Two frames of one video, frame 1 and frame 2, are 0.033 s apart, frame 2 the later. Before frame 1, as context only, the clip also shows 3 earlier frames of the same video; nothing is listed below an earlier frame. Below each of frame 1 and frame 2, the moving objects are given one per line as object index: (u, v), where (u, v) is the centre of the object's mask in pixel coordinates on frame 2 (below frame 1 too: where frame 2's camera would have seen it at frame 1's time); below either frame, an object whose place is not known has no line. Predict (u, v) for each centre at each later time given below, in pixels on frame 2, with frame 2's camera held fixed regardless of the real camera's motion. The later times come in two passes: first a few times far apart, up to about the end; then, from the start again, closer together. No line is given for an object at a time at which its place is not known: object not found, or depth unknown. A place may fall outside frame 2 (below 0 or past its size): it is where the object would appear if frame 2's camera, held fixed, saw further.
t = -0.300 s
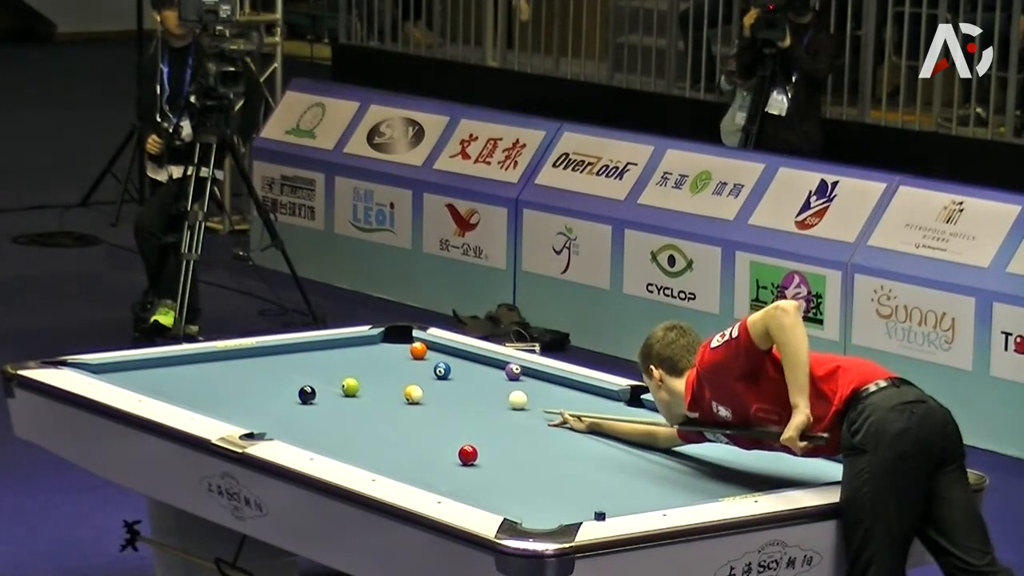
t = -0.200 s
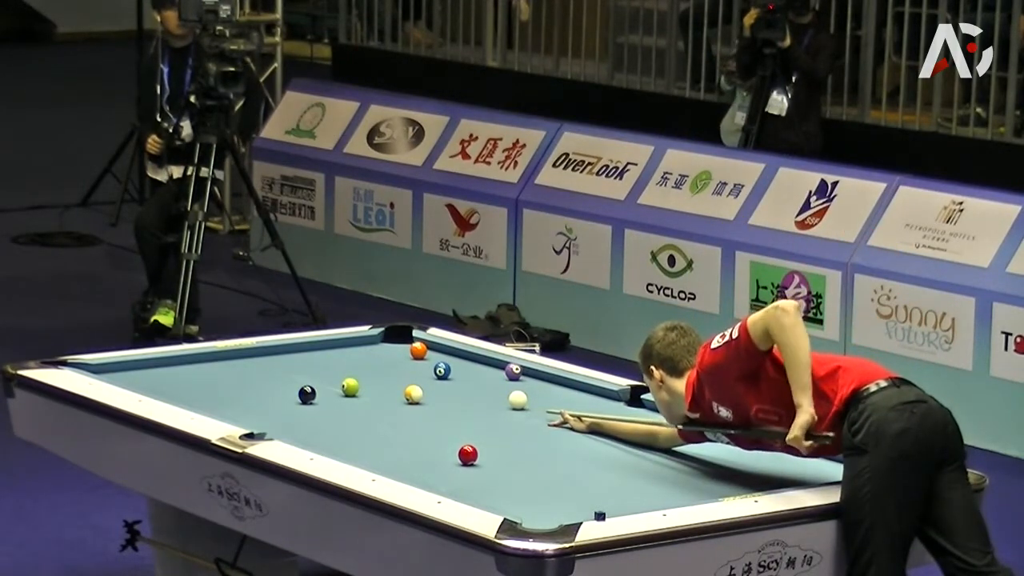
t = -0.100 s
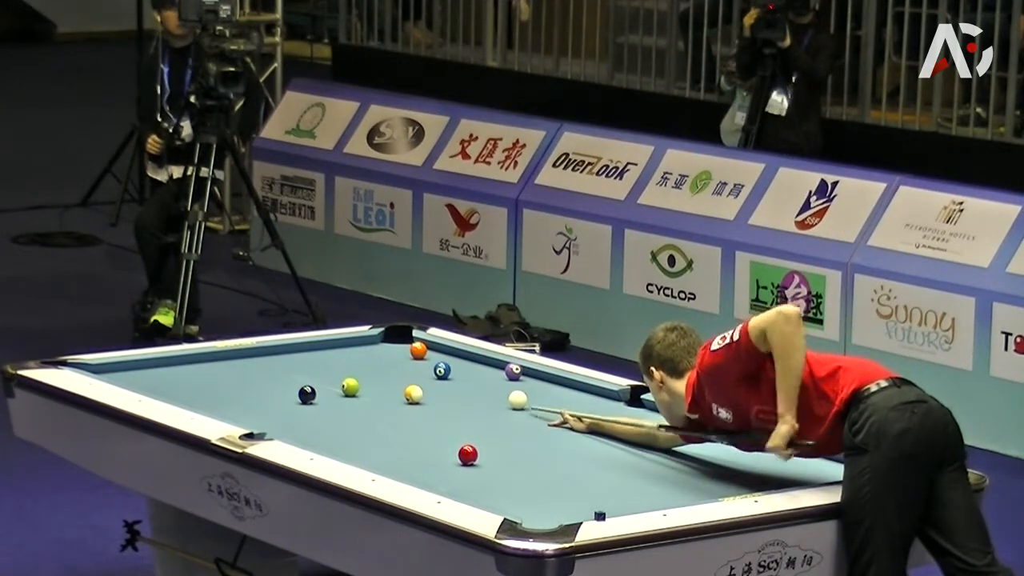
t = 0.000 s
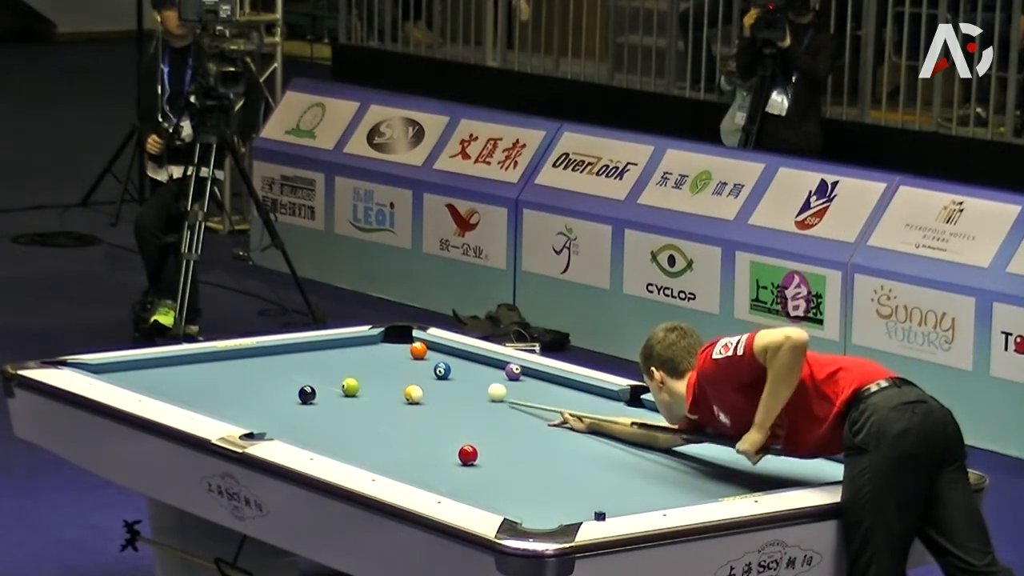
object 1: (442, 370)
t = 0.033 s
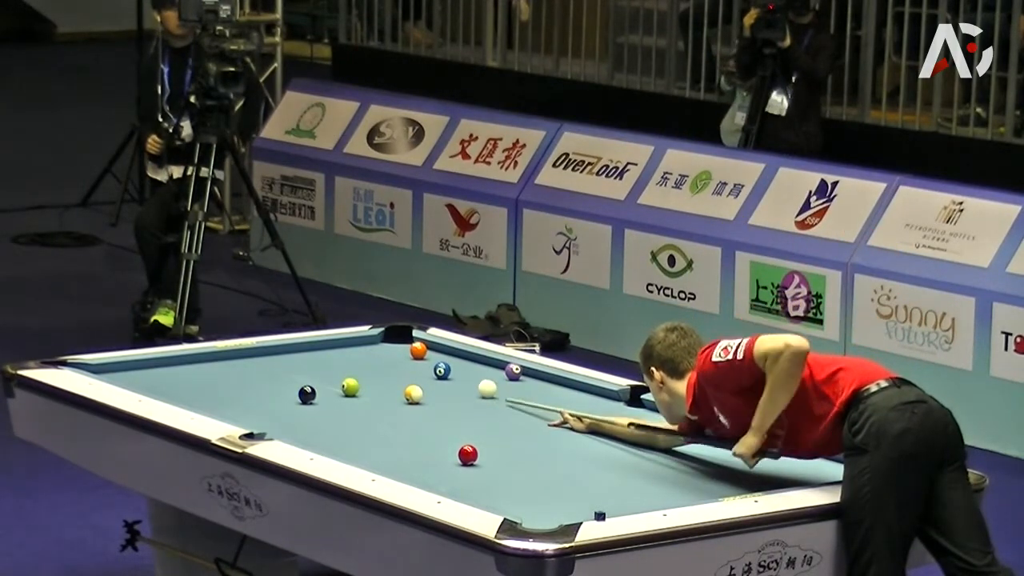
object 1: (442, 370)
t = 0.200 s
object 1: (438, 367)
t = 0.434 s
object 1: (426, 355)
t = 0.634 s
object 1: (429, 352)
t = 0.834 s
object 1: (432, 349)
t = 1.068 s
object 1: (429, 347)
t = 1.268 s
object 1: (420, 346)
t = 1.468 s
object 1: (412, 345)
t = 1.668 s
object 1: (404, 344)
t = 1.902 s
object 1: (397, 344)
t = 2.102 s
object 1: (392, 343)
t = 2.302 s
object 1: (387, 343)
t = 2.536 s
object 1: (382, 342)
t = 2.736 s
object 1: (379, 342)
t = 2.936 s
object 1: (377, 342)
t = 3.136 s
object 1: (374, 342)
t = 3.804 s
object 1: (375, 341)
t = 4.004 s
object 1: (372, 342)
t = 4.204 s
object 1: (372, 342)
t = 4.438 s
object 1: (372, 342)
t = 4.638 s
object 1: (372, 342)
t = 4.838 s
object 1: (372, 342)
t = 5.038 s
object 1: (372, 342)
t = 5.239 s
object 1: (372, 342)
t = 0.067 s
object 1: (442, 370)
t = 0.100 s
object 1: (442, 371)
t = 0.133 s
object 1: (442, 370)
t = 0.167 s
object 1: (440, 369)
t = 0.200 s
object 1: (438, 367)
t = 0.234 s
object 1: (438, 363)
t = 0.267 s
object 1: (436, 362)
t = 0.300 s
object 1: (434, 360)
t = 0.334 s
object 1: (432, 358)
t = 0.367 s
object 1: (430, 358)
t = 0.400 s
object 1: (429, 356)
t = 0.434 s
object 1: (426, 355)
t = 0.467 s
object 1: (426, 354)
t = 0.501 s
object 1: (427, 353)
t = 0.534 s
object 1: (428, 353)
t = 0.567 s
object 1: (428, 353)
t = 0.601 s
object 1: (429, 352)
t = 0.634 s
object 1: (429, 352)
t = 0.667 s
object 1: (429, 351)
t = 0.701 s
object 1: (430, 350)
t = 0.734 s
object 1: (431, 350)
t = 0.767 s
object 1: (432, 350)
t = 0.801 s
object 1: (432, 349)
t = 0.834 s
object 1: (432, 349)
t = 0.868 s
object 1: (433, 348)
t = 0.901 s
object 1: (434, 348)
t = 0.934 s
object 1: (434, 347)
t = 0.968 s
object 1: (434, 347)
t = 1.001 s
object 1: (432, 347)
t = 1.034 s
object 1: (431, 347)
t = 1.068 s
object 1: (429, 347)
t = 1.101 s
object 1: (427, 346)
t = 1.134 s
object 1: (426, 346)
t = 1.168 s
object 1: (424, 347)
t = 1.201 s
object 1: (422, 346)
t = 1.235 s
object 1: (421, 346)
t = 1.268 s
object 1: (420, 346)
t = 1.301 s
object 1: (418, 346)
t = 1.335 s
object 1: (417, 345)
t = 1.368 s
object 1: (415, 346)
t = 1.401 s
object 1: (414, 345)
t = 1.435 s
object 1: (413, 345)
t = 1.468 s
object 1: (412, 345)
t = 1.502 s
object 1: (410, 345)
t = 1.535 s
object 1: (409, 345)
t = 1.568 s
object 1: (407, 345)
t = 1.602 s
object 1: (406, 345)
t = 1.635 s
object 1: (405, 344)
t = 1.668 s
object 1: (404, 344)
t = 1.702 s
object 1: (404, 344)
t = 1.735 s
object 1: (402, 344)
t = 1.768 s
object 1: (401, 344)
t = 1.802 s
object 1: (401, 344)
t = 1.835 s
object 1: (399, 344)
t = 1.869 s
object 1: (398, 344)
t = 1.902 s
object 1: (397, 344)
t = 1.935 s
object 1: (396, 344)
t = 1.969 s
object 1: (394, 344)
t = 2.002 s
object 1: (394, 344)
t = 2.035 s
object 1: (393, 344)
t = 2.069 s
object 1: (392, 344)
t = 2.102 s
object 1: (392, 343)
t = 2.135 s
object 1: (391, 343)
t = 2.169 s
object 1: (390, 344)
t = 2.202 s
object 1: (389, 344)
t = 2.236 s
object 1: (388, 343)
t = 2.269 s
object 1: (387, 343)
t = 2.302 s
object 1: (387, 343)
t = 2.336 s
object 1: (386, 343)
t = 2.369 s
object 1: (385, 343)
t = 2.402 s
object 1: (384, 343)
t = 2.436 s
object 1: (384, 343)
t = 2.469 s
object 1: (383, 342)
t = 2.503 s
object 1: (383, 343)
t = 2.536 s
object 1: (382, 342)
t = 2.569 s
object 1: (382, 342)
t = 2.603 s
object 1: (381, 343)
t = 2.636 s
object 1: (380, 343)
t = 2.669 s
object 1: (380, 343)
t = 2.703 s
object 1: (379, 342)
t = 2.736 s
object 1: (379, 342)
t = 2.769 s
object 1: (378, 343)
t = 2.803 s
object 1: (378, 343)
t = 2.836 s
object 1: (377, 343)
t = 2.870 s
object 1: (377, 342)
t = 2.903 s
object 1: (377, 342)
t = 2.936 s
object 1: (377, 342)
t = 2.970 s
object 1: (376, 343)
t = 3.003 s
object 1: (376, 343)
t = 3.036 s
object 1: (375, 342)
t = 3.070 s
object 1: (375, 342)
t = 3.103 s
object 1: (375, 343)
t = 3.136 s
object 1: (374, 342)
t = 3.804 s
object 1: (375, 341)
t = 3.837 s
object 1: (373, 342)
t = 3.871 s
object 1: (372, 342)
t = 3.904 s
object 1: (373, 342)
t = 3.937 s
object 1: (372, 342)
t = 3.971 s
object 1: (373, 342)
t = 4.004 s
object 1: (372, 342)
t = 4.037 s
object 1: (372, 342)
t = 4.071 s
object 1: (372, 342)
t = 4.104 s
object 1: (372, 342)
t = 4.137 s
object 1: (372, 342)
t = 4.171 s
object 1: (372, 342)
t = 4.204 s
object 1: (372, 342)
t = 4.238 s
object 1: (372, 342)
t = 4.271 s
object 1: (372, 342)
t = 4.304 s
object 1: (372, 342)
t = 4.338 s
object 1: (373, 342)
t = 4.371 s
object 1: (372, 342)
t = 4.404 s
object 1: (372, 342)
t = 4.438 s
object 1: (372, 342)
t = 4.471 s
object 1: (372, 342)
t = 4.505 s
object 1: (372, 342)
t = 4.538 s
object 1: (373, 341)
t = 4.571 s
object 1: (373, 341)
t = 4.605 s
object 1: (372, 342)
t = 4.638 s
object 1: (372, 342)
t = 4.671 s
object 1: (372, 342)
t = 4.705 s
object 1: (372, 342)
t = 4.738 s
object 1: (372, 342)
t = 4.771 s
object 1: (372, 342)
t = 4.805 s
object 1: (373, 341)
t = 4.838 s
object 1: (372, 342)
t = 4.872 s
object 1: (372, 342)
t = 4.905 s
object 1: (372, 342)
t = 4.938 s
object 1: (372, 342)
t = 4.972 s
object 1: (372, 342)
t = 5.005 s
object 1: (373, 341)
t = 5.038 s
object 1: (372, 342)
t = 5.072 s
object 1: (372, 342)
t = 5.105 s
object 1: (373, 341)
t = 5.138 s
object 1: (372, 342)
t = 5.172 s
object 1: (372, 342)
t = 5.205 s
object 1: (372, 342)
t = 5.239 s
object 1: (372, 342)
